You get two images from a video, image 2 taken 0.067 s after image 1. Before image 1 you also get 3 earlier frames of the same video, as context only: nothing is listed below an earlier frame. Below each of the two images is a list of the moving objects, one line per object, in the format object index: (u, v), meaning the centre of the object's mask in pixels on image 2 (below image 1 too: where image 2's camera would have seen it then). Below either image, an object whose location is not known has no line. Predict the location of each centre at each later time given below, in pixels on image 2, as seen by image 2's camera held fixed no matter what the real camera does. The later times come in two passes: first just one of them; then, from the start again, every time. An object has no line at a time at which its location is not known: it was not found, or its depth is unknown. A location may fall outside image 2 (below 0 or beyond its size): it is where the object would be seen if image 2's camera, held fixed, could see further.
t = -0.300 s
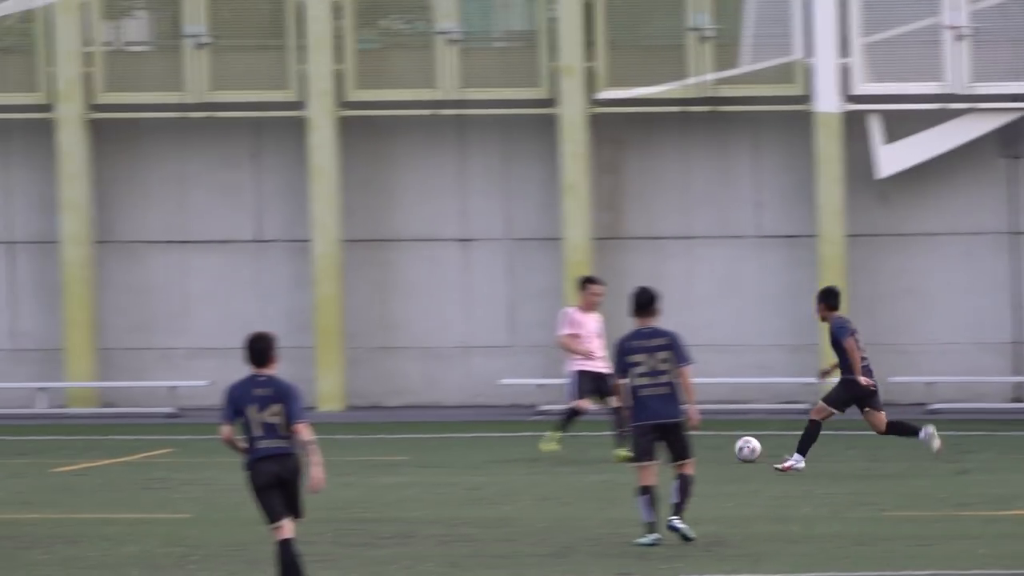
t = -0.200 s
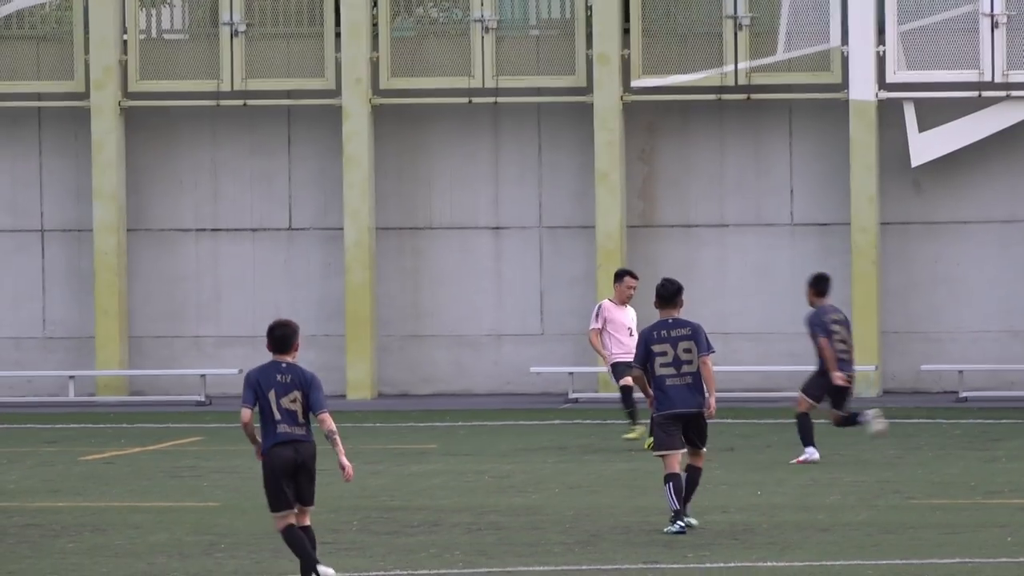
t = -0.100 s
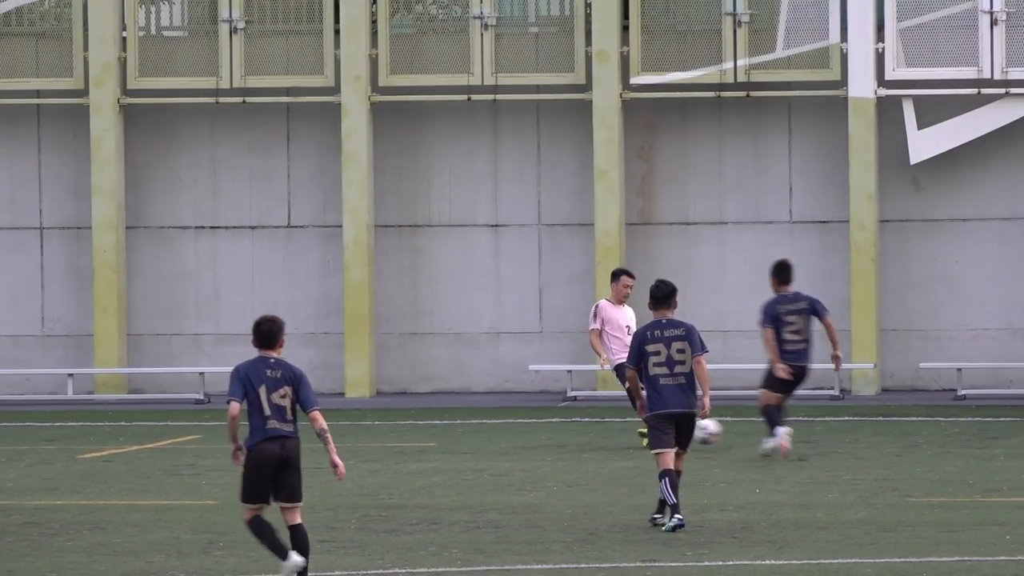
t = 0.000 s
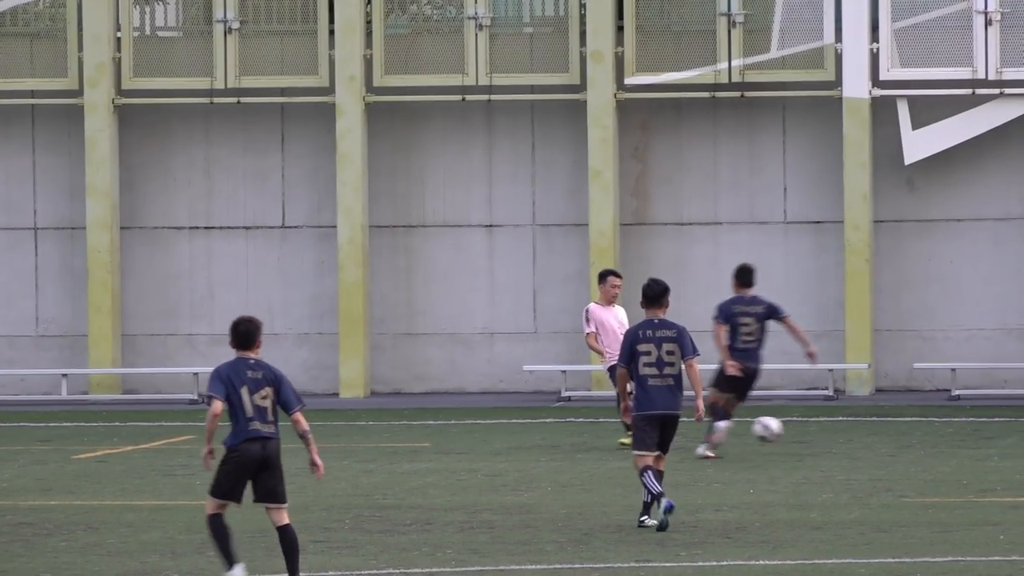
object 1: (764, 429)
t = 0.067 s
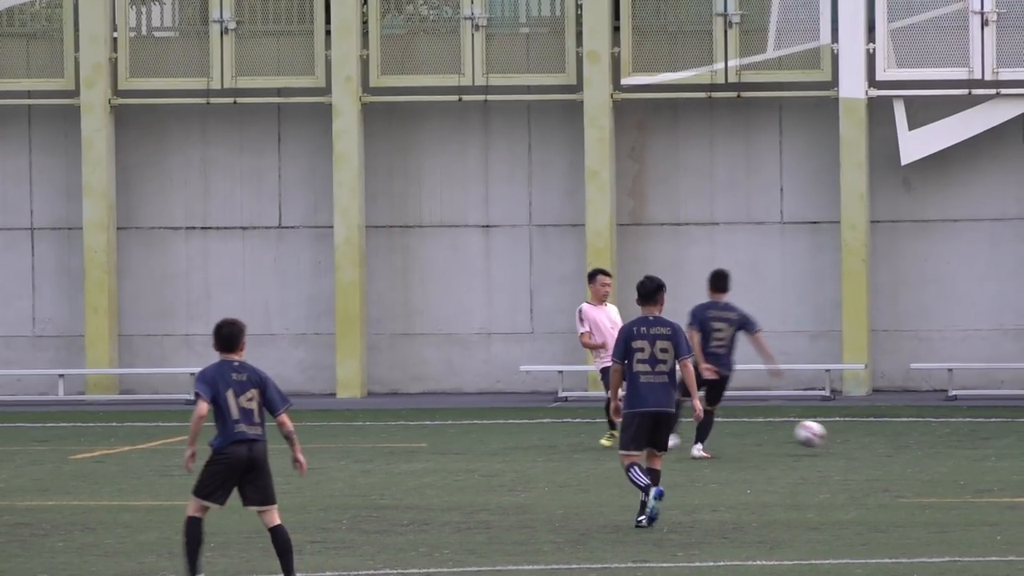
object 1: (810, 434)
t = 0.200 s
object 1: (896, 439)
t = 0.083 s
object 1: (821, 435)
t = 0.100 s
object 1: (833, 438)
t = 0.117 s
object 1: (844, 440)
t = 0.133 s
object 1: (856, 443)
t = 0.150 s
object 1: (867, 442)
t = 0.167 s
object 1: (877, 441)
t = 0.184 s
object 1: (886, 440)
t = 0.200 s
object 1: (896, 439)
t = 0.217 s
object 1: (906, 438)
